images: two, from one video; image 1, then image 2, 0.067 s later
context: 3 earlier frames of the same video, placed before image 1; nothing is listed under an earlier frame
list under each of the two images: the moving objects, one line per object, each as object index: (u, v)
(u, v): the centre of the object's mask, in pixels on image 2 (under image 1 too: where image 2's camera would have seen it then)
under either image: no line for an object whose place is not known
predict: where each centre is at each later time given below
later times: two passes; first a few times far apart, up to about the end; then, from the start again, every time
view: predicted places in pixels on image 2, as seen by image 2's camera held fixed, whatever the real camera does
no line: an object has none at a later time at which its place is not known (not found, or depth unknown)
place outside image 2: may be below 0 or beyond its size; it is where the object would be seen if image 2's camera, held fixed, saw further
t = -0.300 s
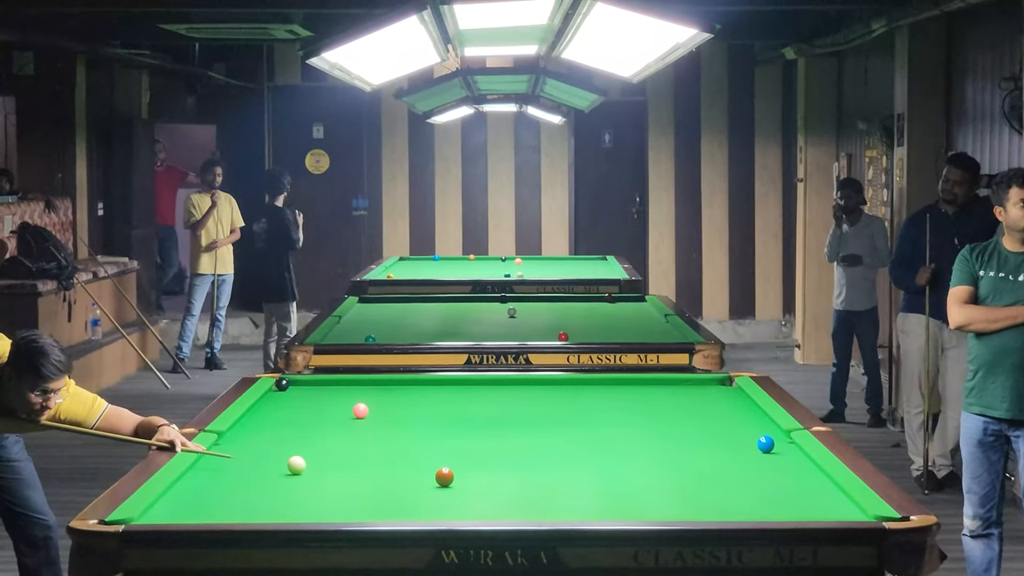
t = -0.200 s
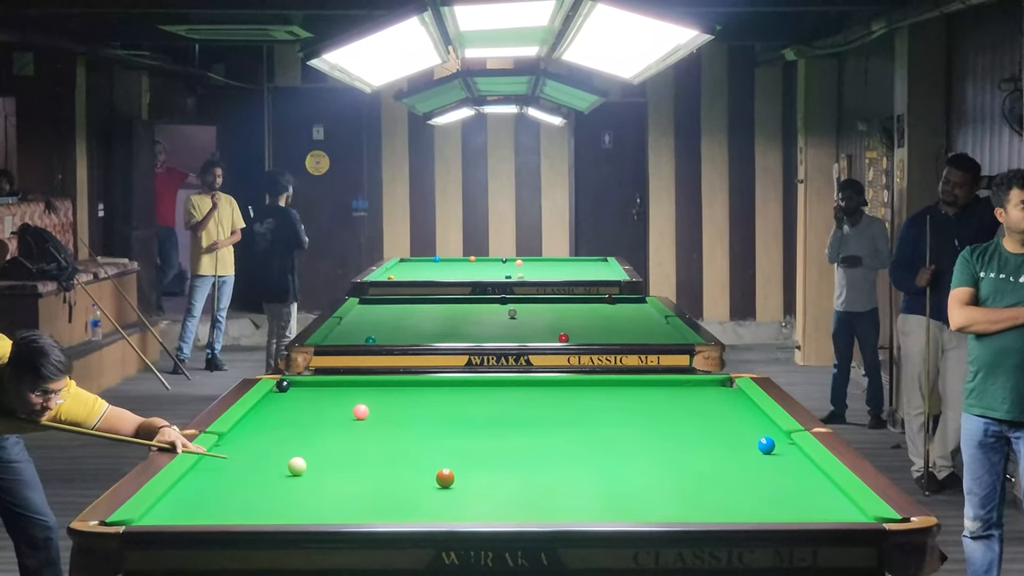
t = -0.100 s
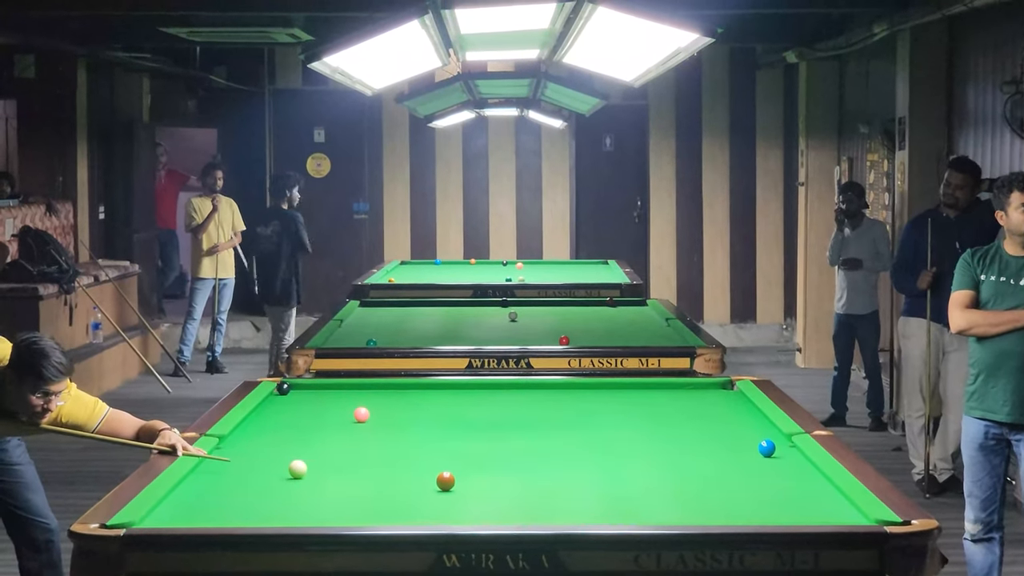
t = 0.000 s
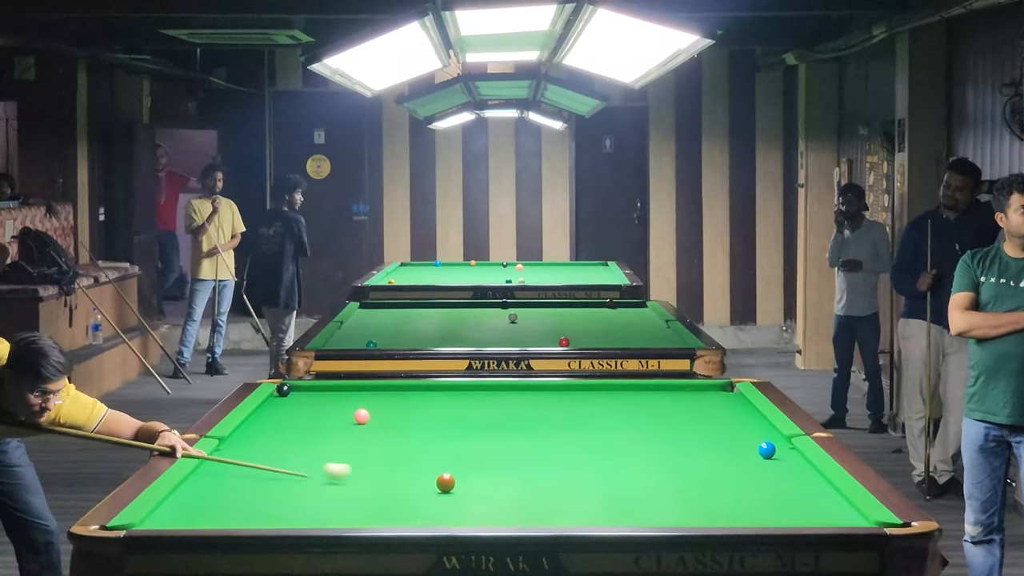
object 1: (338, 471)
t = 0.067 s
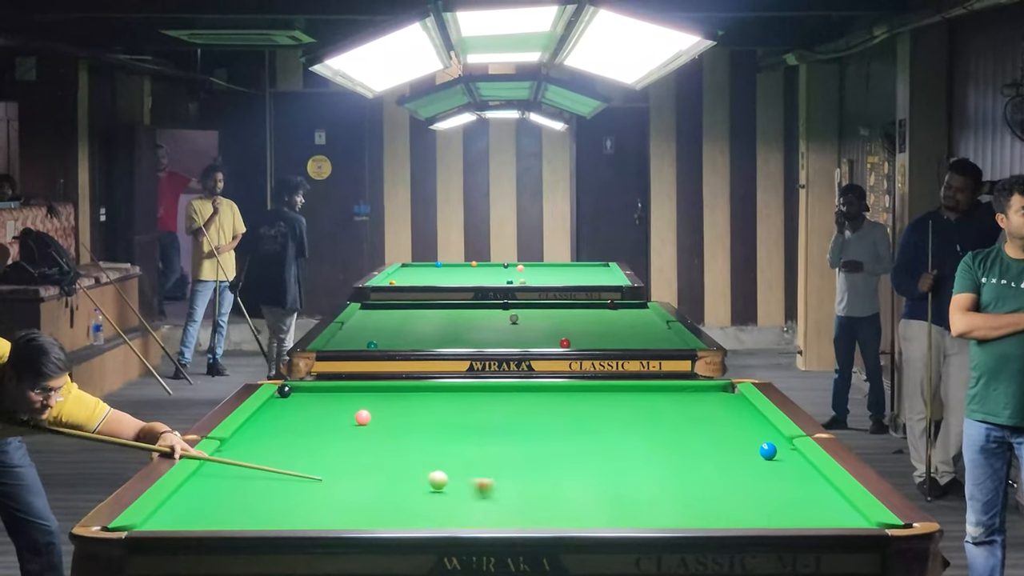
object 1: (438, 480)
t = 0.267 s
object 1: (486, 479)
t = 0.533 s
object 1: (545, 476)
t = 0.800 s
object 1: (602, 473)
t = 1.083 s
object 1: (659, 471)
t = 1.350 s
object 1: (710, 468)
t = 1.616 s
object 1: (758, 466)
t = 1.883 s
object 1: (802, 465)
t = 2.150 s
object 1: (775, 463)
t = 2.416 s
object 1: (745, 463)
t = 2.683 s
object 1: (718, 462)
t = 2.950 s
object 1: (693, 461)
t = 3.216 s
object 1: (670, 460)
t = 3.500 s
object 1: (649, 459)
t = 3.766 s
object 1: (630, 458)
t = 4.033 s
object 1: (614, 458)
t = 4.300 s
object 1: (599, 458)
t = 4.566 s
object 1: (587, 457)
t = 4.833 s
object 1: (577, 456)
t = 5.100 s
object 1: (569, 456)
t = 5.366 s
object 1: (563, 456)
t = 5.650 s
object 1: (558, 456)
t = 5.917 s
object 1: (555, 456)
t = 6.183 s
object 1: (555, 456)
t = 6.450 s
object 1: (555, 456)
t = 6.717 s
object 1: (556, 456)
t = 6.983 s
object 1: (555, 456)
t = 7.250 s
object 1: (556, 456)
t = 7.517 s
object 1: (556, 456)
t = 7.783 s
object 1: (556, 456)
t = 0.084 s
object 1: (442, 480)
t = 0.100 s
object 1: (446, 480)
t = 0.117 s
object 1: (451, 480)
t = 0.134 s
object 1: (455, 480)
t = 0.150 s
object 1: (459, 480)
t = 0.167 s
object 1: (463, 480)
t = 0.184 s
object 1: (467, 480)
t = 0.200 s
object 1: (471, 480)
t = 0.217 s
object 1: (475, 479)
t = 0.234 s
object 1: (478, 479)
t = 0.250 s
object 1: (482, 479)
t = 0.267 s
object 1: (486, 479)
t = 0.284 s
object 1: (489, 479)
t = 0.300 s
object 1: (493, 479)
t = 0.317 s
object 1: (497, 478)
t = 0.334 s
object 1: (500, 478)
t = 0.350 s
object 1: (504, 478)
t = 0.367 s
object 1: (508, 478)
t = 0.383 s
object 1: (512, 477)
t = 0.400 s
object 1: (516, 477)
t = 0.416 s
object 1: (520, 477)
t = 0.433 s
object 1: (523, 477)
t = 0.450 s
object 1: (527, 477)
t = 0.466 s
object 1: (531, 477)
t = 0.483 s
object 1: (534, 476)
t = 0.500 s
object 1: (538, 476)
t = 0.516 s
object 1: (542, 476)
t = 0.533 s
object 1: (545, 476)
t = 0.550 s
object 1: (549, 476)
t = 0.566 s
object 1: (553, 476)
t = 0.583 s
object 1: (556, 475)
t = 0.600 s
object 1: (560, 475)
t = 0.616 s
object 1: (564, 475)
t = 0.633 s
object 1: (567, 475)
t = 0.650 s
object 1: (571, 475)
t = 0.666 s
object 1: (575, 475)
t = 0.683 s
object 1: (578, 475)
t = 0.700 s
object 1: (581, 474)
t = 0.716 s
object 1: (585, 474)
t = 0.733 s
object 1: (589, 474)
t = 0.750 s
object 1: (592, 474)
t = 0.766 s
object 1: (596, 474)
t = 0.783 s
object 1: (599, 473)
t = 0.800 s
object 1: (602, 473)
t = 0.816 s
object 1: (606, 473)
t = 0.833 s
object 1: (610, 473)
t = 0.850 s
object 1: (613, 473)
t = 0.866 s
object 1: (616, 473)
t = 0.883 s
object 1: (620, 472)
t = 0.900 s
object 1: (623, 472)
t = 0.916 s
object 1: (626, 472)
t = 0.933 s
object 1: (630, 472)
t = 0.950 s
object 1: (633, 472)
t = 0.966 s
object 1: (637, 471)
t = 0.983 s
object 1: (640, 471)
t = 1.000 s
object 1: (643, 471)
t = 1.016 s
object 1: (646, 471)
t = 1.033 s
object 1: (650, 471)
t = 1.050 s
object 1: (653, 471)
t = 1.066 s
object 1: (657, 471)
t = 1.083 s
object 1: (659, 471)
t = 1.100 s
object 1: (663, 470)
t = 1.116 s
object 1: (666, 470)
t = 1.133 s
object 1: (669, 470)
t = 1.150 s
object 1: (673, 470)
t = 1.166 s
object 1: (676, 470)
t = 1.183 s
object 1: (679, 469)
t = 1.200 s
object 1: (682, 469)
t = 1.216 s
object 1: (685, 469)
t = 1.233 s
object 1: (688, 469)
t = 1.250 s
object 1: (691, 469)
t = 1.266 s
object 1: (695, 469)
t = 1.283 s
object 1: (698, 469)
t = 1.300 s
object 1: (700, 468)
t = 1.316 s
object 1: (704, 468)
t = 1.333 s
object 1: (707, 468)
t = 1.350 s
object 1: (710, 468)
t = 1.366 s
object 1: (713, 468)
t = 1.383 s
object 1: (716, 468)
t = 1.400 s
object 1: (719, 468)
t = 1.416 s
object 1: (722, 467)
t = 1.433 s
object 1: (725, 468)
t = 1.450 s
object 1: (728, 467)
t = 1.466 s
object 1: (731, 467)
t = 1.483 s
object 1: (734, 467)
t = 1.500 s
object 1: (737, 467)
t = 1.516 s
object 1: (740, 467)
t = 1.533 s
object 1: (743, 466)
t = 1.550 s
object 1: (746, 467)
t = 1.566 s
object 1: (749, 466)
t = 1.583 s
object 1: (752, 466)
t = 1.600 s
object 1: (755, 466)
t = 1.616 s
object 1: (758, 466)
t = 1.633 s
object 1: (761, 466)
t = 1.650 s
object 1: (763, 466)
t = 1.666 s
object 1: (766, 466)
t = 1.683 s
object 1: (769, 466)
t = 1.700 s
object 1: (771, 466)
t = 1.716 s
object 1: (775, 465)
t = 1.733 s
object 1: (777, 465)
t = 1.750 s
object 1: (780, 465)
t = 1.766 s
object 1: (783, 465)
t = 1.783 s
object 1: (786, 465)
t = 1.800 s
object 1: (788, 465)
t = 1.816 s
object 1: (791, 465)
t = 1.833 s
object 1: (794, 465)
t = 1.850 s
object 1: (797, 465)
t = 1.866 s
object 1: (800, 465)
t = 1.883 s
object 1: (802, 465)
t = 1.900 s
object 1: (804, 465)
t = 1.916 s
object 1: (802, 465)
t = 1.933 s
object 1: (800, 464)
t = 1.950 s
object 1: (798, 464)
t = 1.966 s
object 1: (796, 464)
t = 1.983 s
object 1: (794, 464)
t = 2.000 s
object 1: (792, 464)
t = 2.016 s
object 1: (790, 464)
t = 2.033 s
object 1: (789, 464)
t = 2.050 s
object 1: (787, 464)
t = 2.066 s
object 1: (785, 464)
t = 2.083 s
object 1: (783, 464)
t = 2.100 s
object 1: (781, 464)
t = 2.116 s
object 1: (779, 464)
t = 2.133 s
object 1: (777, 463)
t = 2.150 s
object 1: (775, 463)
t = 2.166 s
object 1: (773, 463)
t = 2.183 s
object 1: (771, 463)
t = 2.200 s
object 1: (769, 463)
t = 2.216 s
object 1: (767, 463)
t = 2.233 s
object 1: (765, 463)
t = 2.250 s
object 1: (764, 463)
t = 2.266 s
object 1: (762, 463)
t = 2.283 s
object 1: (760, 463)
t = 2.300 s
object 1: (758, 463)
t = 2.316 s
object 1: (756, 463)
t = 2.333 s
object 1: (755, 463)
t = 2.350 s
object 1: (753, 463)
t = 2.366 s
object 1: (751, 463)
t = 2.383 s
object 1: (749, 463)
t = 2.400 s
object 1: (747, 462)
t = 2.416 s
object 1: (745, 463)
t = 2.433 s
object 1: (744, 462)
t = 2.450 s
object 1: (742, 462)
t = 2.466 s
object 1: (740, 462)
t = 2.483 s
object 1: (738, 462)
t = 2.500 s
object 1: (736, 462)
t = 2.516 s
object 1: (735, 462)
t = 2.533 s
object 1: (733, 462)
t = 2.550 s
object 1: (732, 462)
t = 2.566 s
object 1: (730, 462)
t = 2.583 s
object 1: (728, 462)
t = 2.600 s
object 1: (727, 462)
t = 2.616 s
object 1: (724, 462)
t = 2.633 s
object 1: (723, 462)
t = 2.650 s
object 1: (721, 462)
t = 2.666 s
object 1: (720, 462)
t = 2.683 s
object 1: (718, 462)
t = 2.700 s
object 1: (717, 462)
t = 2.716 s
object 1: (715, 462)
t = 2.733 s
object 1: (713, 462)
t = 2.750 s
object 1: (712, 461)
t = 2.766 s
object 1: (710, 461)
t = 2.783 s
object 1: (709, 461)
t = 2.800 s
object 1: (707, 461)
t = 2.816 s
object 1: (706, 461)
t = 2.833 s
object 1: (704, 461)
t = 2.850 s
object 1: (702, 461)
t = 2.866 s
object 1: (701, 461)
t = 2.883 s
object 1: (699, 461)
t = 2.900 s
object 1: (698, 461)
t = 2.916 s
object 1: (696, 461)
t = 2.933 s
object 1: (694, 461)
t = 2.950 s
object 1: (693, 461)
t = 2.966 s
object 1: (692, 461)
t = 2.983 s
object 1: (690, 461)
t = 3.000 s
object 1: (689, 461)
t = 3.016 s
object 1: (687, 461)
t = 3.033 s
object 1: (686, 461)
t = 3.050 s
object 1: (684, 461)
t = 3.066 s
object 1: (683, 460)
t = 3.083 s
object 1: (682, 461)
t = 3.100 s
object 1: (680, 460)
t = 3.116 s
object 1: (679, 460)
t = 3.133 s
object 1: (677, 460)
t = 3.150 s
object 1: (676, 460)
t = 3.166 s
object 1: (674, 460)
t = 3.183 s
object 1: (673, 460)
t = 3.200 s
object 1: (672, 460)
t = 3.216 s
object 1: (670, 460)
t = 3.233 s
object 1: (669, 460)
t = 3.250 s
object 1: (667, 460)
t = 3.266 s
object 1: (666, 460)
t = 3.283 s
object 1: (665, 460)
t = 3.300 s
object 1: (664, 460)
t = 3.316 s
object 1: (662, 460)
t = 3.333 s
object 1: (661, 460)
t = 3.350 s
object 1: (660, 459)
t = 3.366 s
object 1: (659, 459)
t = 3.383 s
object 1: (657, 459)
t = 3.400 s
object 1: (656, 459)
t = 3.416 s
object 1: (655, 459)
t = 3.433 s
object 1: (653, 459)
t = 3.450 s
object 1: (652, 459)
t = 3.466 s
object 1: (651, 459)
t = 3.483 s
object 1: (650, 459)
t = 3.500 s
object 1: (649, 459)
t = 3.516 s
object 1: (647, 459)
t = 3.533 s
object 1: (646, 459)
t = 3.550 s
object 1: (645, 459)
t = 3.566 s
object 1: (644, 459)
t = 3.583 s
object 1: (643, 458)
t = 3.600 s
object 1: (642, 458)
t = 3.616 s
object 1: (640, 458)
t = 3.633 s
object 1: (639, 458)
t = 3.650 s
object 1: (638, 458)
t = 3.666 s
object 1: (637, 458)
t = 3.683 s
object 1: (636, 458)
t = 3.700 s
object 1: (635, 458)
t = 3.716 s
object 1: (634, 458)
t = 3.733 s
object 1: (632, 458)
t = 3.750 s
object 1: (632, 458)
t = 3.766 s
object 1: (630, 458)
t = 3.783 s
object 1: (629, 458)
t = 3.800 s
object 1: (628, 458)
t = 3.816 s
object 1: (627, 458)
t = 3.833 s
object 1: (626, 458)
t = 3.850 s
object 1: (625, 458)
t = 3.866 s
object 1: (624, 458)
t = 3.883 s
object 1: (623, 458)
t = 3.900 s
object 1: (622, 458)
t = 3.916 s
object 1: (621, 458)
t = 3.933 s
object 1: (620, 458)
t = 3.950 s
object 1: (619, 458)
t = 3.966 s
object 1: (618, 458)
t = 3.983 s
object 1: (617, 458)
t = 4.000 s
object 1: (616, 457)
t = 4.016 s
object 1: (615, 458)
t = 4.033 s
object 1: (614, 458)
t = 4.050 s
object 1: (613, 457)
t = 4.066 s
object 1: (612, 458)
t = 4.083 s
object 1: (611, 458)
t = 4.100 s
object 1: (610, 458)
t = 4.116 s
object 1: (609, 458)
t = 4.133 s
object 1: (608, 458)
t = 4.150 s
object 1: (607, 458)
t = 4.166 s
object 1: (606, 458)
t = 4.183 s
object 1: (606, 458)
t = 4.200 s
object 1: (605, 457)
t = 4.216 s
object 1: (604, 457)
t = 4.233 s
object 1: (603, 457)
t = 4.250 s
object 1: (602, 457)
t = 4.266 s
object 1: (601, 457)
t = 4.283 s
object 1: (600, 458)
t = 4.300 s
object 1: (599, 458)
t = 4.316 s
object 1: (598, 457)
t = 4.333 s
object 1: (597, 457)
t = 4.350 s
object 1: (596, 458)
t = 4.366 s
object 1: (596, 458)
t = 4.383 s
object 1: (595, 457)
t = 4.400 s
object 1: (594, 457)
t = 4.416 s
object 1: (594, 457)
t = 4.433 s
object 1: (593, 457)
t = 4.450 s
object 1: (592, 457)
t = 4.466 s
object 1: (591, 457)
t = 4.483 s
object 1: (591, 457)
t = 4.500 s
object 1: (590, 457)
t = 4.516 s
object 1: (589, 457)
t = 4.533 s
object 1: (588, 457)
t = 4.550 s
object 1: (587, 457)
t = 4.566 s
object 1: (587, 457)
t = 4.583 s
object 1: (586, 457)
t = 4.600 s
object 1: (586, 457)
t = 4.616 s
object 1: (585, 457)
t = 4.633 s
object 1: (584, 457)
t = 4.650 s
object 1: (584, 457)
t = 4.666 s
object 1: (583, 457)
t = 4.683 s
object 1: (582, 456)
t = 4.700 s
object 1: (582, 456)
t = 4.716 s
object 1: (581, 456)
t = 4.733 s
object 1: (581, 457)
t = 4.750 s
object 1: (580, 456)
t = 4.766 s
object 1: (579, 457)
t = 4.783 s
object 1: (579, 456)
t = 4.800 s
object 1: (578, 456)
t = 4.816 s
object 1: (578, 456)
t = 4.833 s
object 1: (577, 456)
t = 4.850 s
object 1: (576, 456)
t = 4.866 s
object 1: (576, 456)
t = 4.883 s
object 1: (575, 456)
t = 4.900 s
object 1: (574, 456)
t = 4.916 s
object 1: (574, 456)
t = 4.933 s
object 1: (574, 456)
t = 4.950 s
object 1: (573, 456)
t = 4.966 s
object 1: (573, 456)
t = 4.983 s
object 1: (572, 456)
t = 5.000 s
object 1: (572, 456)
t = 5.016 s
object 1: (571, 456)
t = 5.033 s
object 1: (571, 456)
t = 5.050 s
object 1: (570, 456)
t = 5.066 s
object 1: (570, 456)
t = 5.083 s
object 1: (570, 456)
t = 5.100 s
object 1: (569, 456)
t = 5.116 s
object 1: (568, 456)
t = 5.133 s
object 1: (568, 456)
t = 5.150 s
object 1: (568, 456)
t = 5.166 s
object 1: (567, 456)
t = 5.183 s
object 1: (567, 456)
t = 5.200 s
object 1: (566, 456)
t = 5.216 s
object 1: (566, 456)
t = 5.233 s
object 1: (566, 456)
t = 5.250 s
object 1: (565, 456)
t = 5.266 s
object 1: (565, 456)
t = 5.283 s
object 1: (564, 456)
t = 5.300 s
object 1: (564, 456)
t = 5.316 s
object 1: (564, 456)
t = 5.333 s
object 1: (563, 456)
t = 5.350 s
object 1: (563, 456)
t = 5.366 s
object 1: (563, 456)
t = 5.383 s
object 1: (562, 456)
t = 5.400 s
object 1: (562, 456)
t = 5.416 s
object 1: (562, 456)
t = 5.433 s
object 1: (562, 456)
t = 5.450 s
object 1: (561, 456)
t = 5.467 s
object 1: (561, 456)
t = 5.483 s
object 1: (561, 456)
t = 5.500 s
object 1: (560, 456)
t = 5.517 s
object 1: (560, 456)
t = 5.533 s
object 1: (560, 456)
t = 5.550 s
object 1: (559, 456)
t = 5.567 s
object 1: (559, 456)
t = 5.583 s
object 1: (559, 455)
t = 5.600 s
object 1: (559, 456)
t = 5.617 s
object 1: (558, 456)
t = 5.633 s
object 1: (558, 456)
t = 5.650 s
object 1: (558, 456)
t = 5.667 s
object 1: (557, 456)
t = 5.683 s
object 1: (557, 456)
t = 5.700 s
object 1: (557, 456)
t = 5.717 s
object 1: (557, 456)
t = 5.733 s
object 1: (556, 456)
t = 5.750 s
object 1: (557, 456)
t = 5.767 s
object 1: (556, 456)
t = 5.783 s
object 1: (556, 456)
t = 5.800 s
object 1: (556, 456)
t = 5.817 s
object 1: (556, 456)
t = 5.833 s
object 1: (555, 456)
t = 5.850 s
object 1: (556, 456)
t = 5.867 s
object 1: (556, 456)
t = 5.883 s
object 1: (556, 456)
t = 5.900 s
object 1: (555, 456)
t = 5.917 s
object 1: (555, 456)
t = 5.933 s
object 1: (555, 456)
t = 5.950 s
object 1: (555, 456)
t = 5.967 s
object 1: (555, 456)
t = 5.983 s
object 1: (555, 456)
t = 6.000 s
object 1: (555, 456)
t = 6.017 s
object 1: (555, 456)
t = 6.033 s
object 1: (555, 456)
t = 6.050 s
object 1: (555, 456)
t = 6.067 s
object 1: (555, 456)
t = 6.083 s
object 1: (555, 456)
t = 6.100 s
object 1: (555, 456)
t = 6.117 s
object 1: (555, 456)
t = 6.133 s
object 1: (555, 456)
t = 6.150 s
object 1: (555, 456)
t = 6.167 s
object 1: (555, 456)
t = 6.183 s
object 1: (555, 456)
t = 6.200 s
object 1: (555, 456)
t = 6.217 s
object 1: (555, 456)
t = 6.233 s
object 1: (555, 456)
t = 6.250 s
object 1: (555, 456)
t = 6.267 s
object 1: (555, 456)
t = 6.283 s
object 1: (555, 456)
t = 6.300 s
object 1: (556, 456)
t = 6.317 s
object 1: (556, 456)
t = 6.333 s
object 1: (555, 456)
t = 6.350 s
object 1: (555, 456)
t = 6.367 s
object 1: (556, 456)
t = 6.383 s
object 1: (555, 456)
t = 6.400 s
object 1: (556, 456)
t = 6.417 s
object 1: (555, 456)
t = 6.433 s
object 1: (556, 456)
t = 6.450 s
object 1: (555, 456)
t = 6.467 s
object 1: (556, 456)
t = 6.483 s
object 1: (556, 456)
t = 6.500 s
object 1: (556, 456)
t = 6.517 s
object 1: (555, 456)
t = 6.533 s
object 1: (555, 456)
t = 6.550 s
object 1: (555, 456)
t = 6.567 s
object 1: (556, 456)
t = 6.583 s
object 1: (556, 456)
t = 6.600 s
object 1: (555, 456)
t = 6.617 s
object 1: (556, 456)
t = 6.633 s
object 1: (556, 456)
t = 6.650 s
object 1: (556, 456)
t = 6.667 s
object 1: (556, 456)
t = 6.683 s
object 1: (556, 456)
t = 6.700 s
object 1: (556, 456)
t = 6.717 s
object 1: (556, 456)
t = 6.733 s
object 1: (556, 456)
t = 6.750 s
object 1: (556, 456)
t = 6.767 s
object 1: (556, 456)
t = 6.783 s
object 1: (556, 456)
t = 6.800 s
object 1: (556, 456)
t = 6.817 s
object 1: (556, 456)
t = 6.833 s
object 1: (556, 456)
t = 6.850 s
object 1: (556, 456)
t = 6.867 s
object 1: (556, 456)
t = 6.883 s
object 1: (556, 456)
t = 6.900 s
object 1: (556, 456)
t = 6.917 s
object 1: (556, 456)
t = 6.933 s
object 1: (555, 456)
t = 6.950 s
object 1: (556, 456)
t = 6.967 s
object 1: (556, 456)
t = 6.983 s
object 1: (555, 456)
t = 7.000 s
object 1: (555, 456)
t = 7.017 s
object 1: (555, 456)
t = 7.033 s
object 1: (556, 456)
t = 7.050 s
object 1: (556, 456)
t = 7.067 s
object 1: (556, 456)
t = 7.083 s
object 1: (556, 456)
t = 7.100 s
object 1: (556, 456)
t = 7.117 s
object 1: (556, 456)
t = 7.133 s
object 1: (556, 456)
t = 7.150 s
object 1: (556, 456)
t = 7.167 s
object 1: (555, 456)
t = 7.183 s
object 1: (556, 456)
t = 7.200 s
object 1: (556, 456)
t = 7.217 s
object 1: (556, 456)
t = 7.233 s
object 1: (556, 456)
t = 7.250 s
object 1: (556, 456)
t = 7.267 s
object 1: (556, 456)
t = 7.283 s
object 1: (556, 456)
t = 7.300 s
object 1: (556, 456)
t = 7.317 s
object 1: (556, 456)
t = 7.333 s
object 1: (556, 456)
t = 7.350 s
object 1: (556, 456)
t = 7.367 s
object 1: (556, 456)
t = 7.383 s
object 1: (556, 456)
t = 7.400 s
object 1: (556, 456)
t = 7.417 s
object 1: (556, 456)
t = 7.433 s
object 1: (556, 456)
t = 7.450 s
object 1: (556, 456)
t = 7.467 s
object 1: (556, 456)
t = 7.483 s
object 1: (556, 456)
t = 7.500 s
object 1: (556, 456)
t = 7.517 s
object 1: (556, 456)
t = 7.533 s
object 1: (556, 456)
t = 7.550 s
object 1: (556, 456)
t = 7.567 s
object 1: (556, 456)
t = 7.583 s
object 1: (556, 456)
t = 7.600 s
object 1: (556, 456)
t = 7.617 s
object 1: (556, 456)
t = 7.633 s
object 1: (556, 456)
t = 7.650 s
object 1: (556, 456)
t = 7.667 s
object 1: (556, 456)
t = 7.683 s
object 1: (556, 456)
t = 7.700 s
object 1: (556, 456)
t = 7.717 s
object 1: (556, 456)
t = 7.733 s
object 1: (556, 456)
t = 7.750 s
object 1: (556, 456)
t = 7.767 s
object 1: (556, 456)
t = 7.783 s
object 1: (556, 456)
